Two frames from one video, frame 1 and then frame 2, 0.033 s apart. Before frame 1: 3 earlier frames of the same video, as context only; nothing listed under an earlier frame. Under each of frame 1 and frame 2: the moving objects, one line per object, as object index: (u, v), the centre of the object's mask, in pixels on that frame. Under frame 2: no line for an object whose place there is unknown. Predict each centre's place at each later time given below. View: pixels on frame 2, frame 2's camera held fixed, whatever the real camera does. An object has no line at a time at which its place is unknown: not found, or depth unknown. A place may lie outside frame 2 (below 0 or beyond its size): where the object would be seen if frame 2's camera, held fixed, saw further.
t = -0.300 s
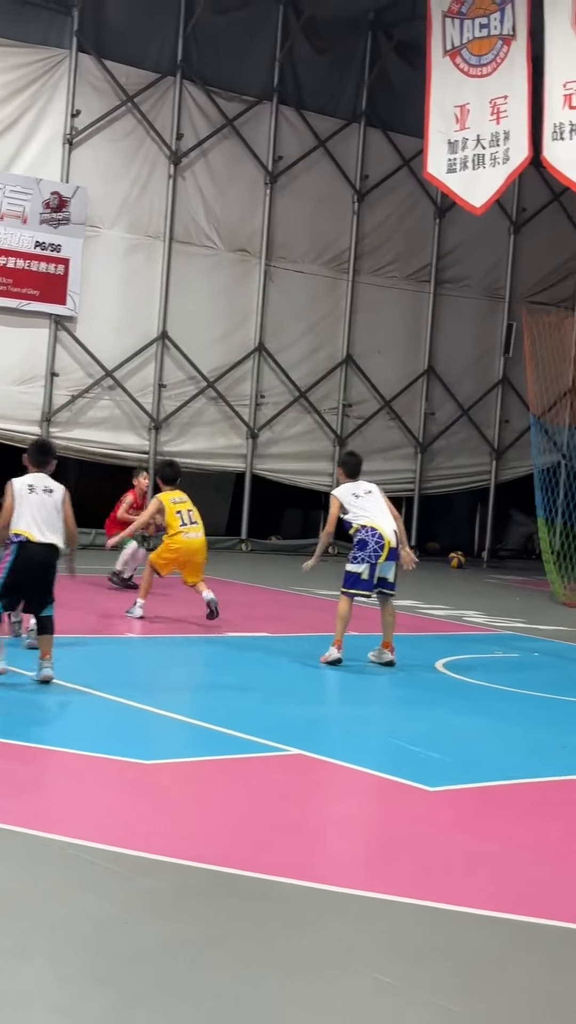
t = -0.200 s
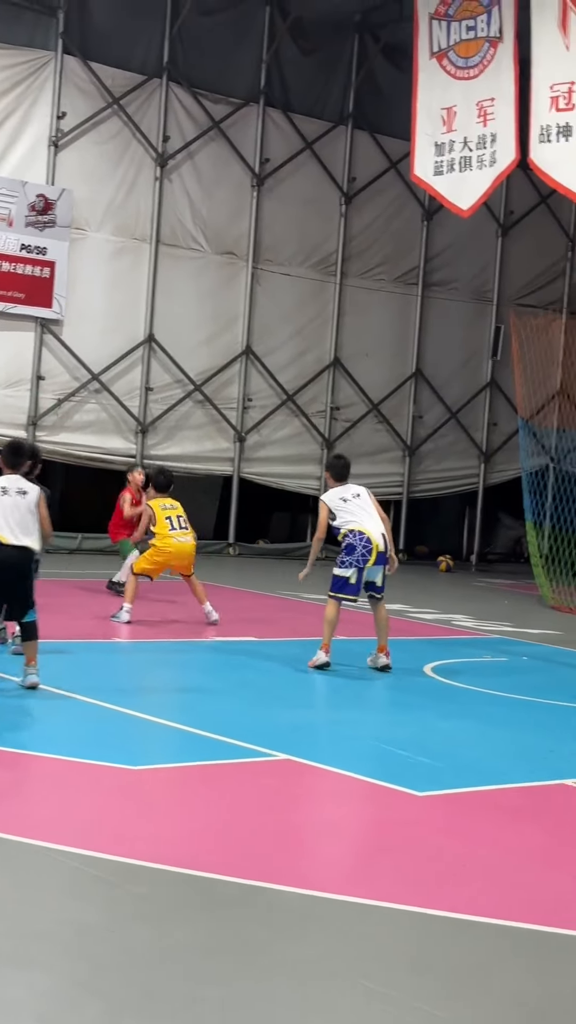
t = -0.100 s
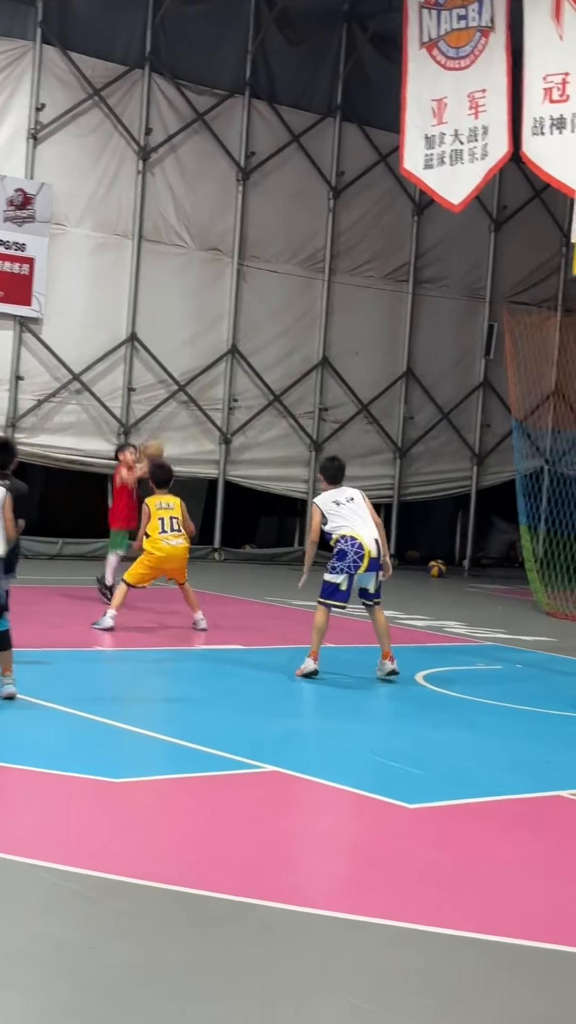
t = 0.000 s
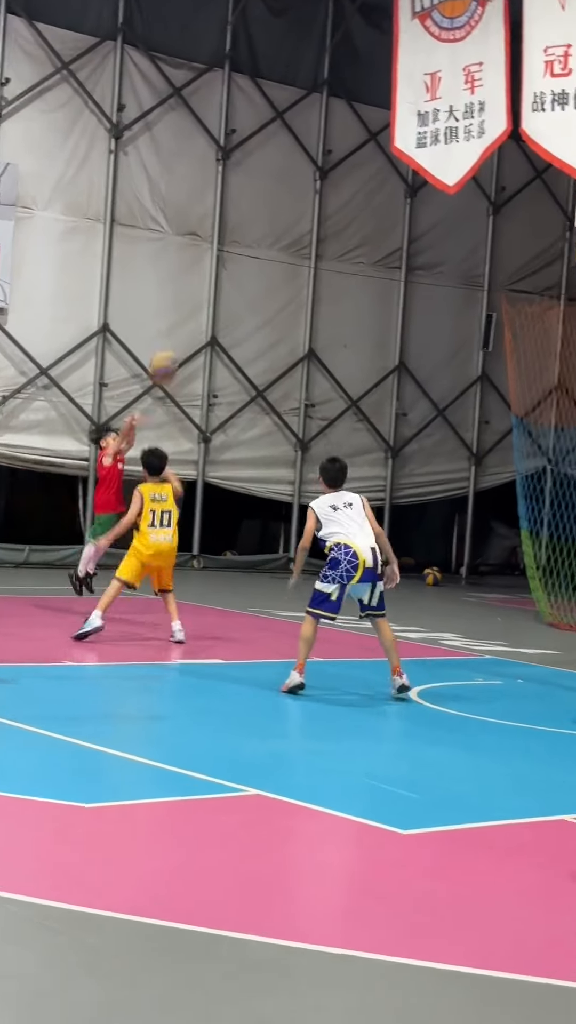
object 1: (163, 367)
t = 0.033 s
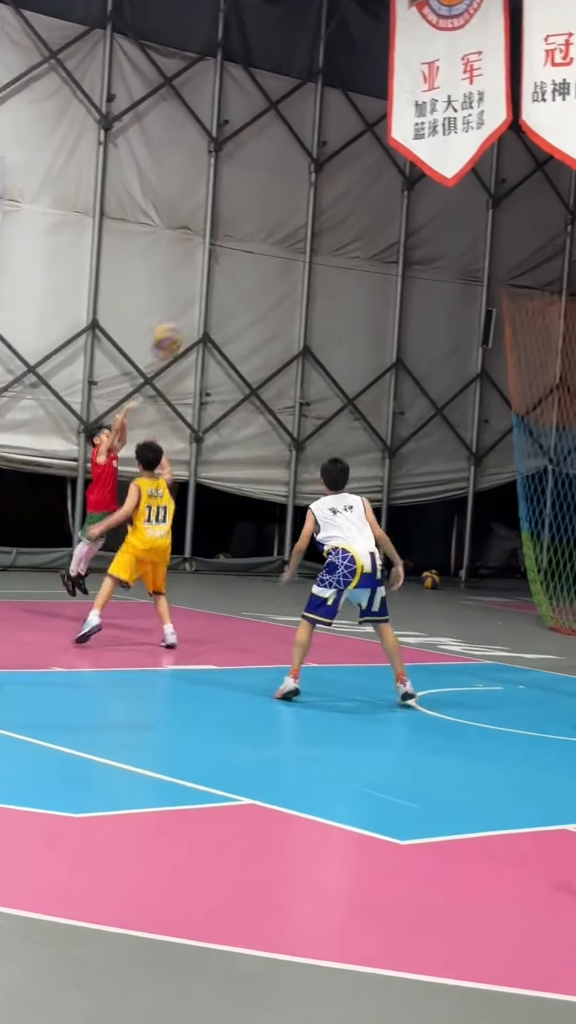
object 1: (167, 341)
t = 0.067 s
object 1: (181, 313)
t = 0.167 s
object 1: (225, 245)
